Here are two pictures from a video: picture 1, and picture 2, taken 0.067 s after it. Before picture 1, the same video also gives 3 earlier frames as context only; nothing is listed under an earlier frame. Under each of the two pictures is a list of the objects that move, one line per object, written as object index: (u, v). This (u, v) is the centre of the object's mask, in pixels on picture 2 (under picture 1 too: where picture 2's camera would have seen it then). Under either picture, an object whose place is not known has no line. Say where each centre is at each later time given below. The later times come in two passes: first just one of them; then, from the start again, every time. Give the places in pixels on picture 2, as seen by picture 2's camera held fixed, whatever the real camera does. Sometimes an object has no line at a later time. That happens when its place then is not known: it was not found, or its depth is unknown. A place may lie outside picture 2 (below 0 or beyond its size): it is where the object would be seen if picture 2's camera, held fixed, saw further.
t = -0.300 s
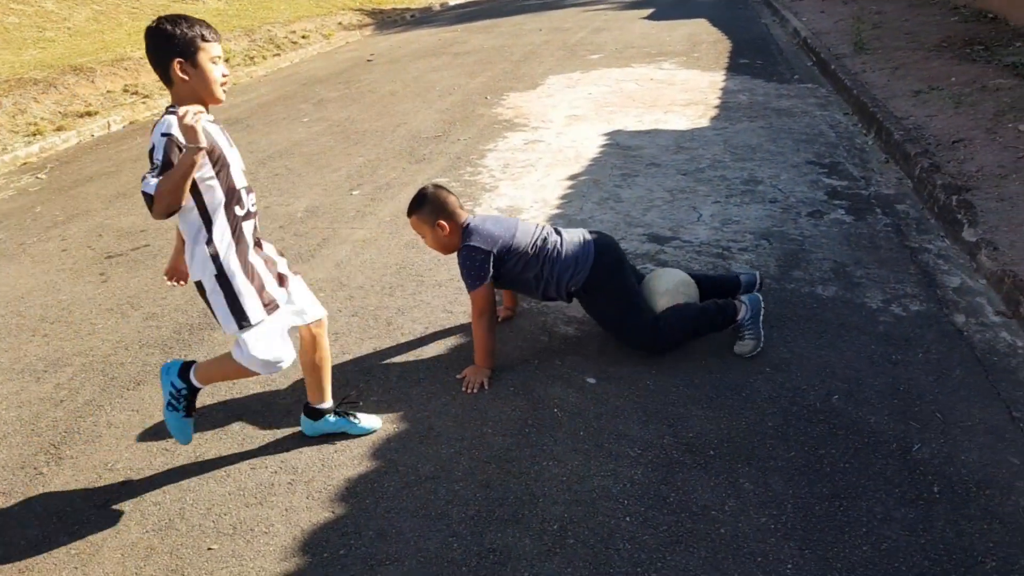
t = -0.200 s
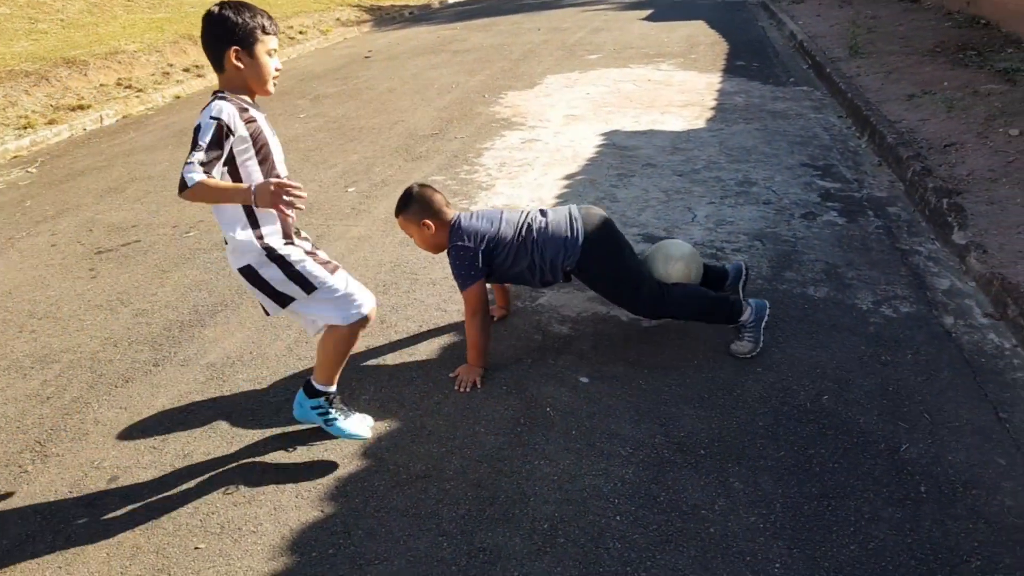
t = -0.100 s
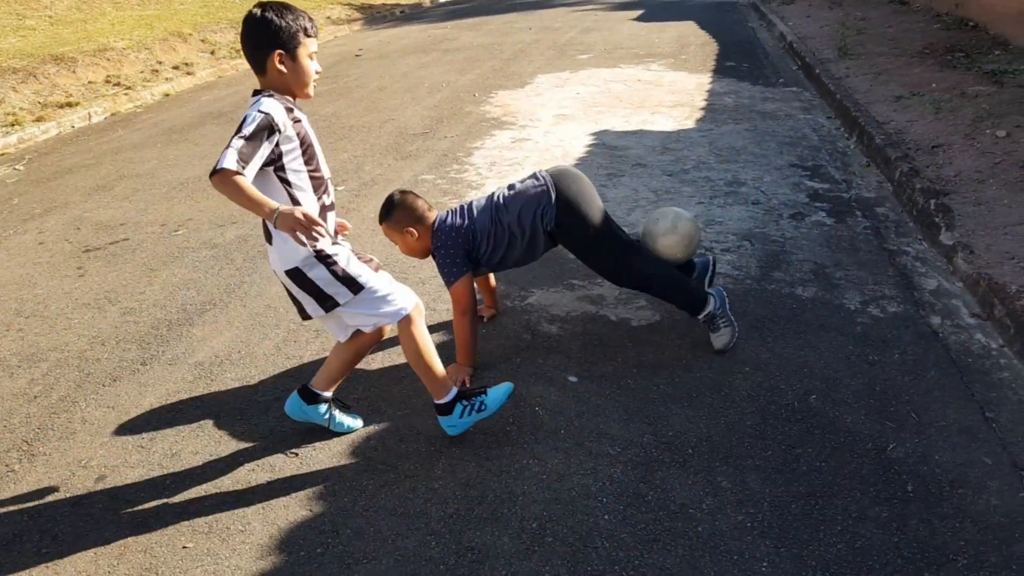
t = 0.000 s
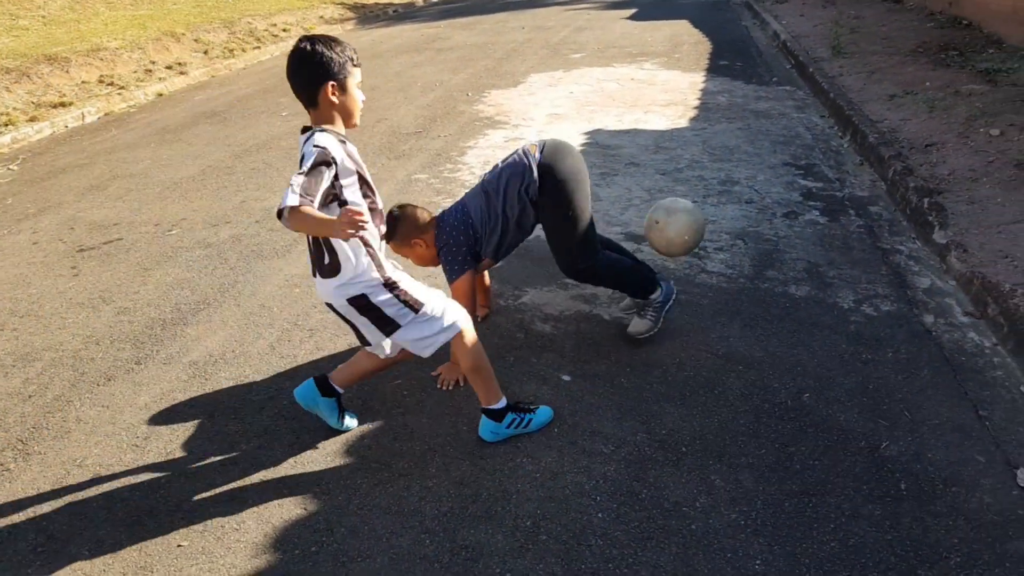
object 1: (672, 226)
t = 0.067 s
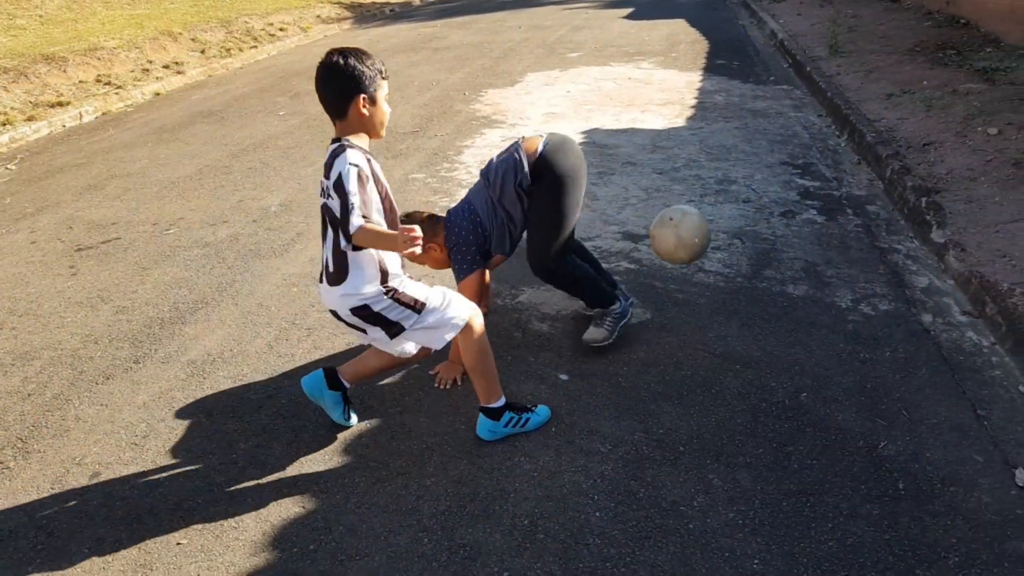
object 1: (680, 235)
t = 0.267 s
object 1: (710, 273)
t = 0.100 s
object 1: (685, 243)
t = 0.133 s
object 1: (689, 254)
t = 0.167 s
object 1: (694, 268)
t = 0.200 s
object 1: (699, 284)
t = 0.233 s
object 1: (704, 287)
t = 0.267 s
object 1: (710, 273)
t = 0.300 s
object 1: (717, 262)
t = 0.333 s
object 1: (723, 254)
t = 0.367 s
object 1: (730, 248)
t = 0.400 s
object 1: (736, 244)
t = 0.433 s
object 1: (744, 244)
